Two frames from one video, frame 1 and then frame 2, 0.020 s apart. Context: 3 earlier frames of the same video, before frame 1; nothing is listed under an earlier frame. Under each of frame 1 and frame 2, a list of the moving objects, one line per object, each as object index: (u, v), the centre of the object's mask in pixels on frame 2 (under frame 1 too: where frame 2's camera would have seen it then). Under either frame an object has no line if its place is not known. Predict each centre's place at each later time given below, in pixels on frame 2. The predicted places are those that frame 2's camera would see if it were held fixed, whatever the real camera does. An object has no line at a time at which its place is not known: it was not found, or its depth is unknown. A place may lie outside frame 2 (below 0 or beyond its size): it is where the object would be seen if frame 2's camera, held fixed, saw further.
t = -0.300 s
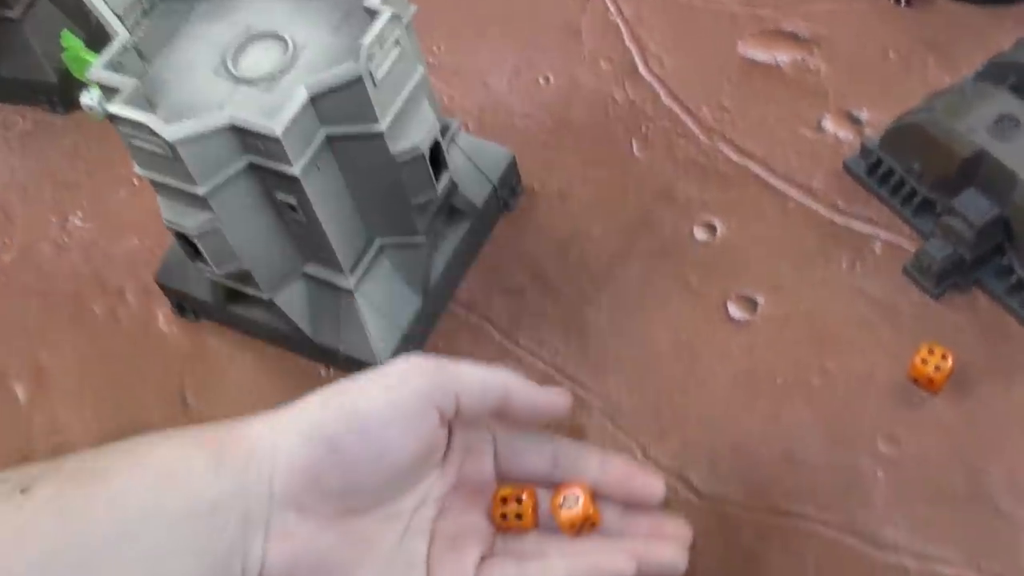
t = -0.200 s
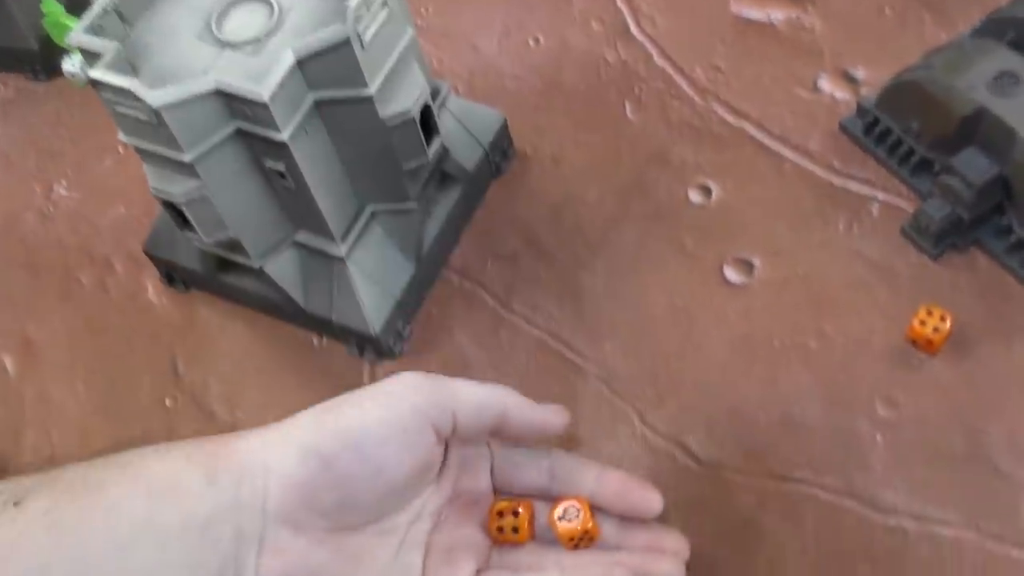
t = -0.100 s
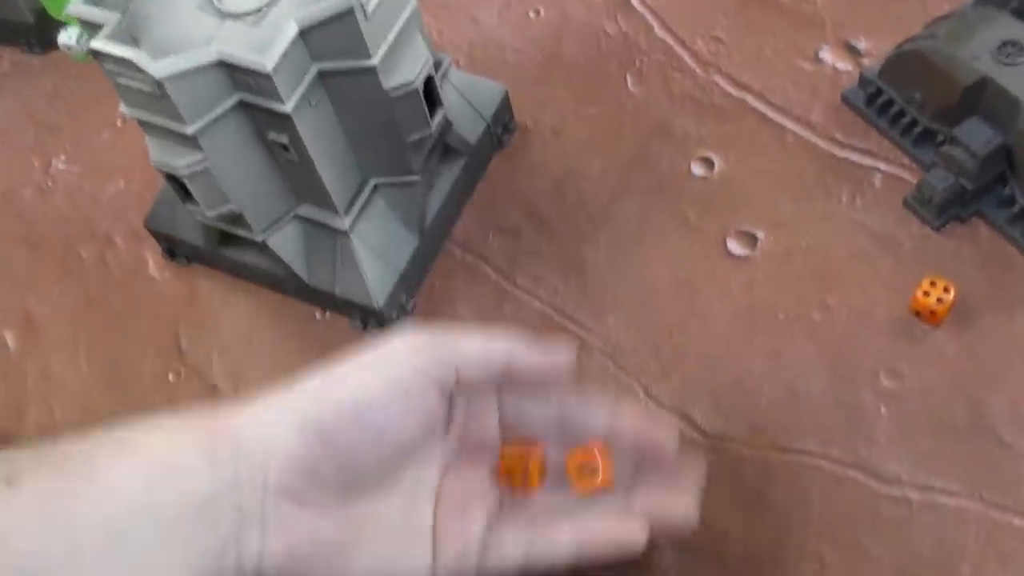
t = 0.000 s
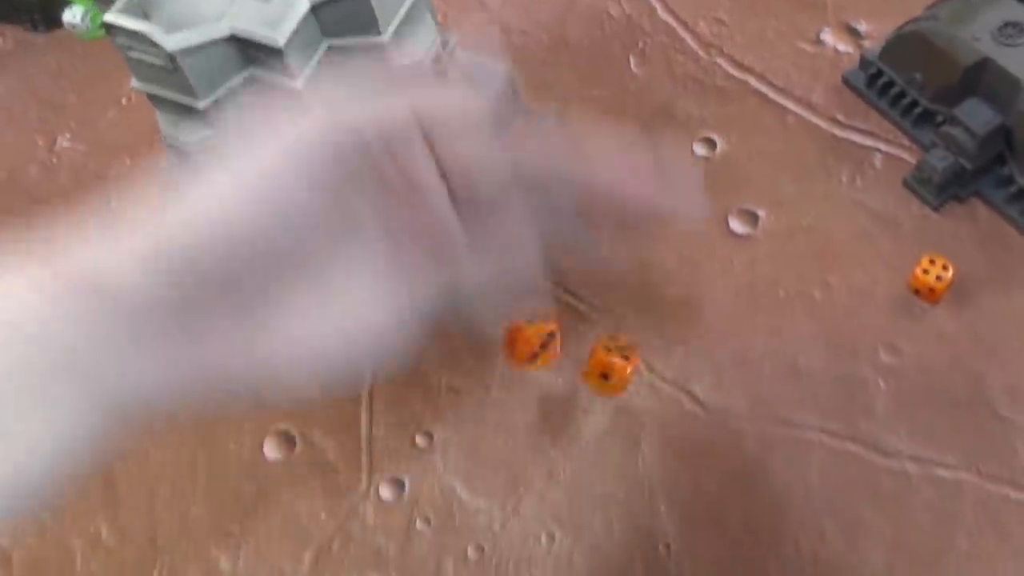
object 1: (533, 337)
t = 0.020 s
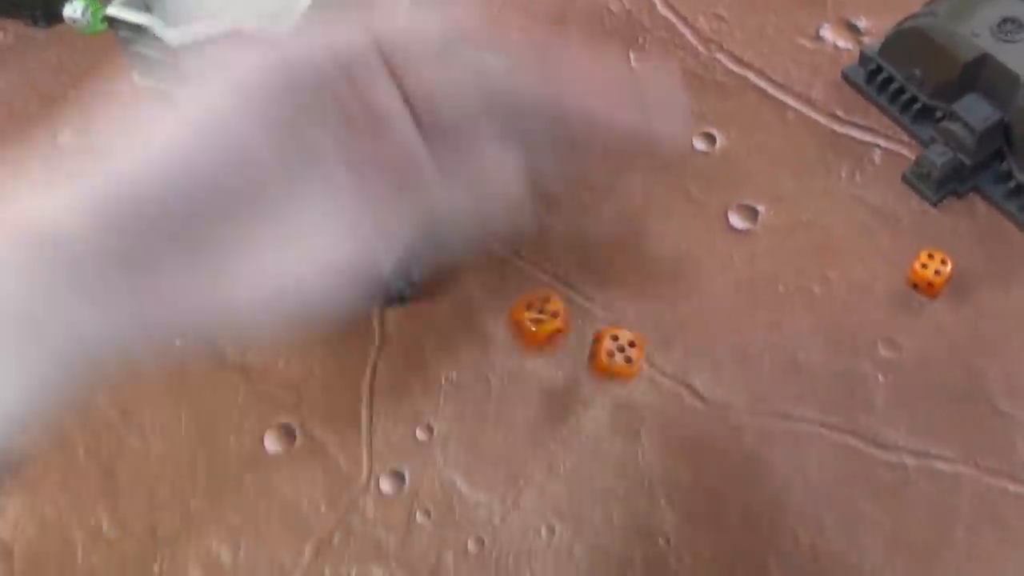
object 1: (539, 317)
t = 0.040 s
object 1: (546, 315)
